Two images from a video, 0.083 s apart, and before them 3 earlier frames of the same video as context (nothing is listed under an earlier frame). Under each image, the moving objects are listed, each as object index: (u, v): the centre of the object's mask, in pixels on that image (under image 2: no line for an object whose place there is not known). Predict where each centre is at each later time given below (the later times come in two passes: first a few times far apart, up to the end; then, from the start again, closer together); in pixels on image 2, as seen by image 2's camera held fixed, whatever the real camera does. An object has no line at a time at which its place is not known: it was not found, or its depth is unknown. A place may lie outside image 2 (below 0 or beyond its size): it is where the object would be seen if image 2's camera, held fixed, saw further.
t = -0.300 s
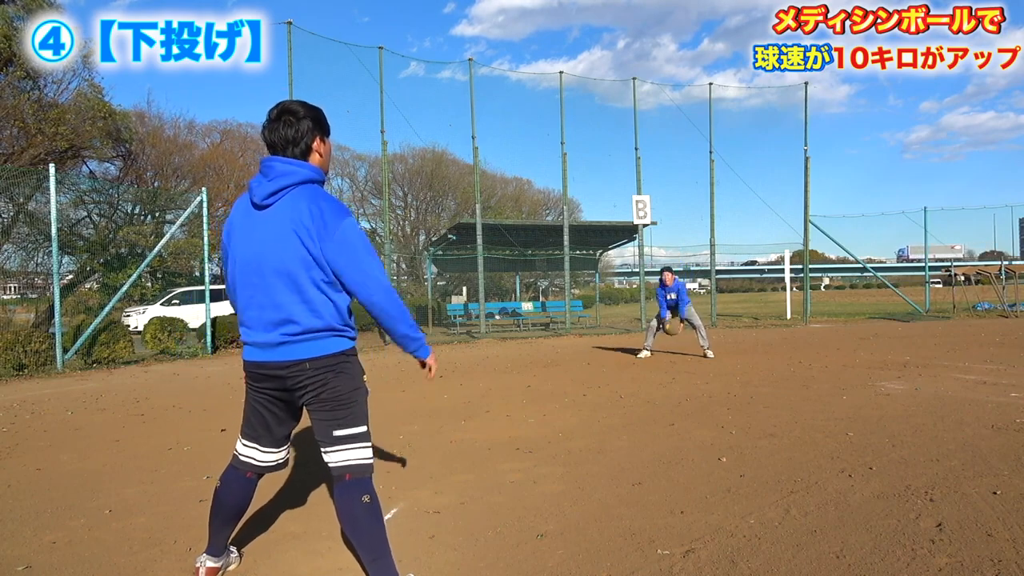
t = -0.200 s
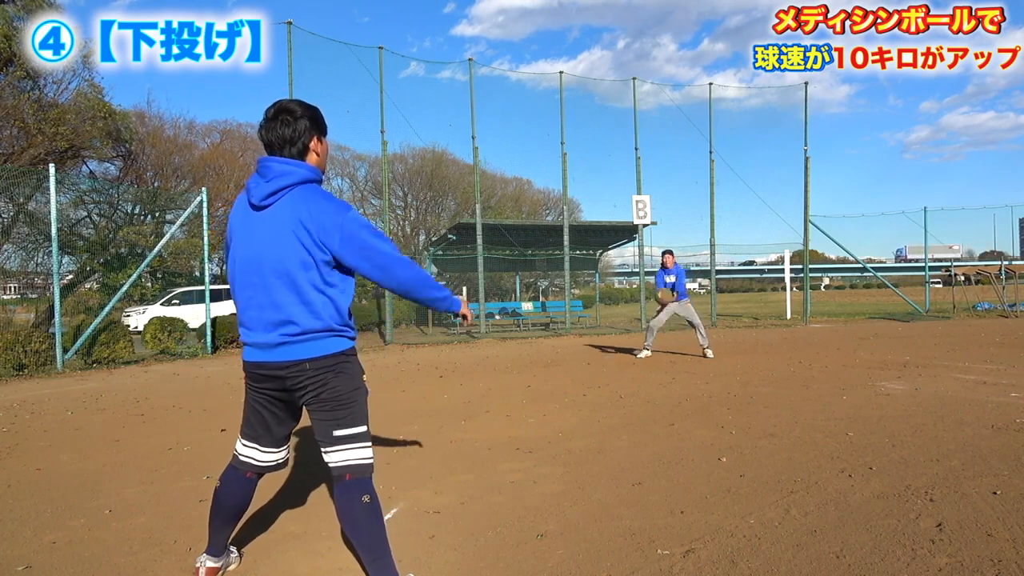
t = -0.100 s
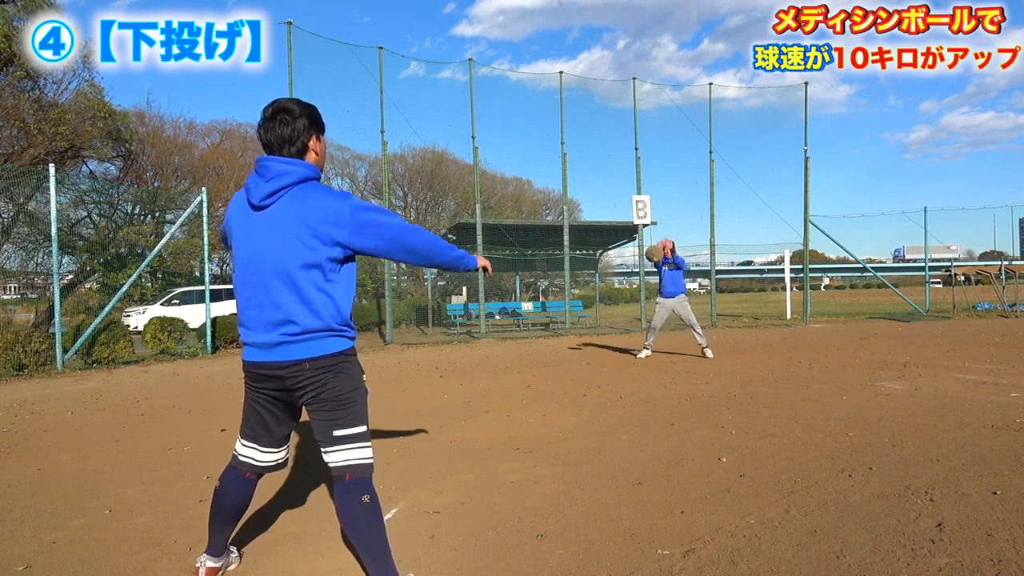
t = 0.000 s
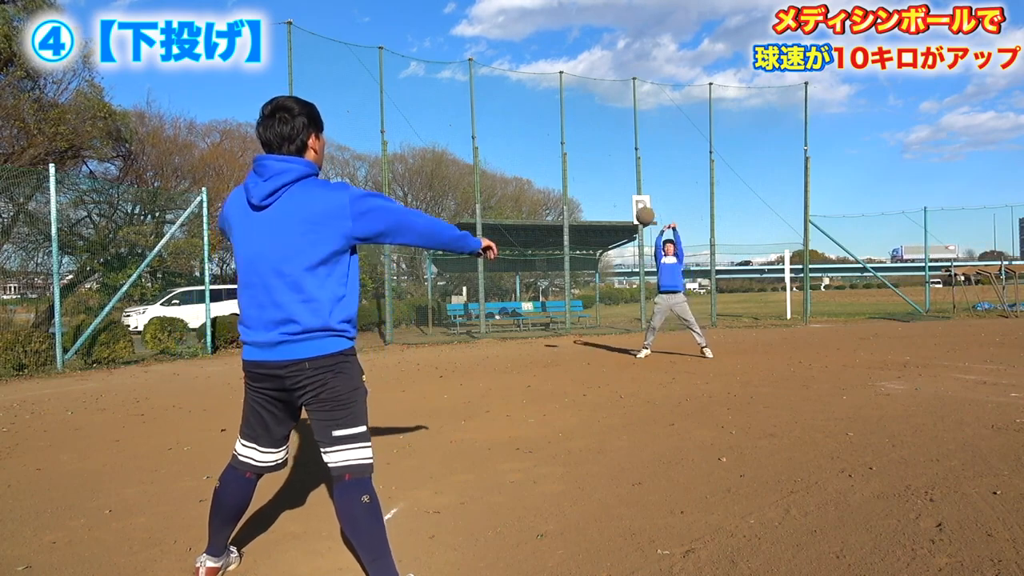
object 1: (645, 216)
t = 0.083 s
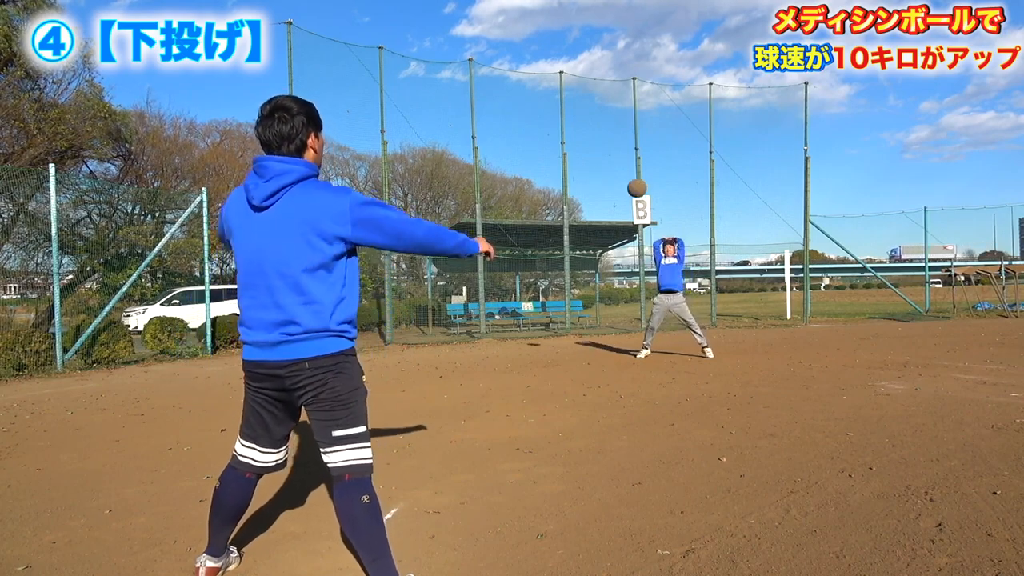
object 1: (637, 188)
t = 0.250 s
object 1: (620, 146)
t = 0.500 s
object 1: (591, 119)
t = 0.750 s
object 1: (558, 153)
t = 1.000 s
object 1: (517, 272)
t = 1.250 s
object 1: (472, 382)
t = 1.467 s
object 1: (440, 295)
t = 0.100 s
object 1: (635, 183)
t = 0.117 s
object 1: (633, 178)
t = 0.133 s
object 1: (632, 173)
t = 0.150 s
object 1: (630, 169)
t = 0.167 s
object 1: (629, 164)
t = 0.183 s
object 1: (627, 160)
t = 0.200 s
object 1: (625, 156)
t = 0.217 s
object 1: (623, 153)
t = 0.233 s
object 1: (622, 149)
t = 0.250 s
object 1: (620, 146)
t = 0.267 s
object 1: (618, 142)
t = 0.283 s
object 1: (616, 139)
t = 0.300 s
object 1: (614, 136)
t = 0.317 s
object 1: (613, 133)
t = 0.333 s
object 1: (611, 131)
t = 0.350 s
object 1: (609, 129)
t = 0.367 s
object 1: (607, 127)
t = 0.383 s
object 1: (605, 125)
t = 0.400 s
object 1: (603, 124)
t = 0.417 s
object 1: (601, 122)
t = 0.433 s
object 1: (599, 121)
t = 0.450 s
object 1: (597, 121)
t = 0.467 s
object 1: (596, 120)
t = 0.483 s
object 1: (593, 120)
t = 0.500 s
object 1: (591, 119)
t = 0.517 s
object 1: (589, 120)
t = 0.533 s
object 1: (587, 120)
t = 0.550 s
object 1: (585, 121)
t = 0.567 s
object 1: (583, 122)
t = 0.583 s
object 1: (581, 123)
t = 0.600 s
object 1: (578, 125)
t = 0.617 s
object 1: (576, 127)
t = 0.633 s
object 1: (574, 129)
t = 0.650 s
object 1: (572, 131)
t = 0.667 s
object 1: (569, 134)
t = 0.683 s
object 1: (567, 137)
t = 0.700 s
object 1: (565, 141)
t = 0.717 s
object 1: (563, 145)
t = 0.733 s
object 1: (560, 149)
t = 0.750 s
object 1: (558, 153)
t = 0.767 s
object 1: (555, 158)
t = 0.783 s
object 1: (552, 164)
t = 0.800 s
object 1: (550, 169)
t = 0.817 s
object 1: (548, 176)
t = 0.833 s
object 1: (545, 182)
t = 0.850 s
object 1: (542, 189)
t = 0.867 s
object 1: (541, 196)
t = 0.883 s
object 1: (538, 204)
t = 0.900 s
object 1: (534, 212)
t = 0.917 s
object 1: (533, 221)
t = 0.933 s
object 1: (530, 230)
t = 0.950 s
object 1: (526, 240)
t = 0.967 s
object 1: (524, 250)
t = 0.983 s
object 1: (522, 260)
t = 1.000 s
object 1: (517, 272)
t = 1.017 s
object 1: (514, 284)
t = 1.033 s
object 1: (511, 296)
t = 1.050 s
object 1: (508, 310)
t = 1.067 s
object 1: (505, 324)
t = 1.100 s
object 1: (495, 356)
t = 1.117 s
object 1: (493, 372)
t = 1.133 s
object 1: (489, 389)
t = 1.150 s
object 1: (486, 405)
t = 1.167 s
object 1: (483, 421)
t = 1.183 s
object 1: (480, 420)
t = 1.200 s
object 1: (478, 408)
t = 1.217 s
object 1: (477, 398)
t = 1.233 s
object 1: (475, 390)
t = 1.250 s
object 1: (472, 382)
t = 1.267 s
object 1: (470, 374)
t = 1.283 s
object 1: (467, 366)
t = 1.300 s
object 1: (464, 359)
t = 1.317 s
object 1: (463, 349)
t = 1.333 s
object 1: (460, 342)
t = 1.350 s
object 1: (458, 335)
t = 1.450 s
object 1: (443, 300)
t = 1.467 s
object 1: (440, 295)
